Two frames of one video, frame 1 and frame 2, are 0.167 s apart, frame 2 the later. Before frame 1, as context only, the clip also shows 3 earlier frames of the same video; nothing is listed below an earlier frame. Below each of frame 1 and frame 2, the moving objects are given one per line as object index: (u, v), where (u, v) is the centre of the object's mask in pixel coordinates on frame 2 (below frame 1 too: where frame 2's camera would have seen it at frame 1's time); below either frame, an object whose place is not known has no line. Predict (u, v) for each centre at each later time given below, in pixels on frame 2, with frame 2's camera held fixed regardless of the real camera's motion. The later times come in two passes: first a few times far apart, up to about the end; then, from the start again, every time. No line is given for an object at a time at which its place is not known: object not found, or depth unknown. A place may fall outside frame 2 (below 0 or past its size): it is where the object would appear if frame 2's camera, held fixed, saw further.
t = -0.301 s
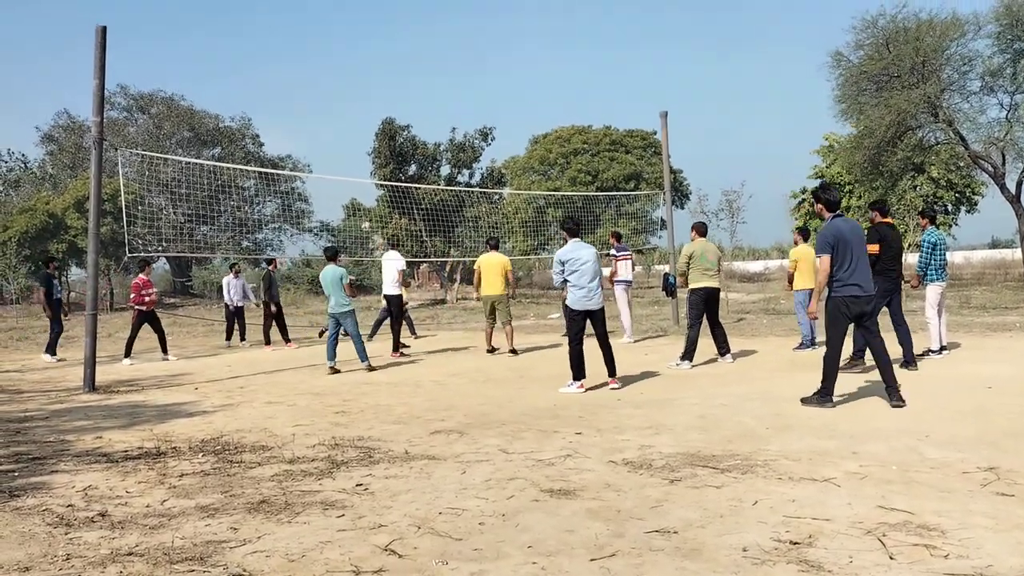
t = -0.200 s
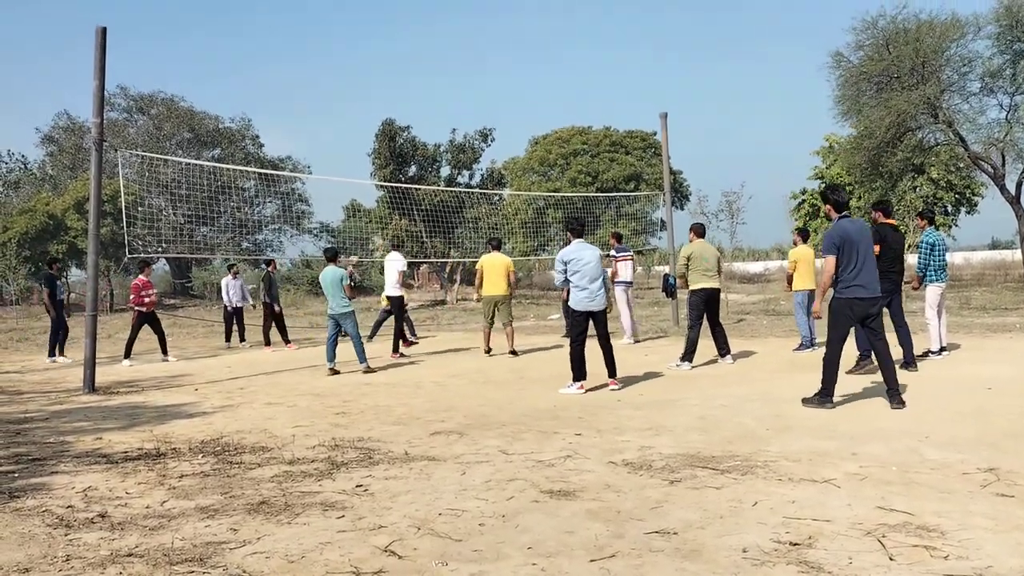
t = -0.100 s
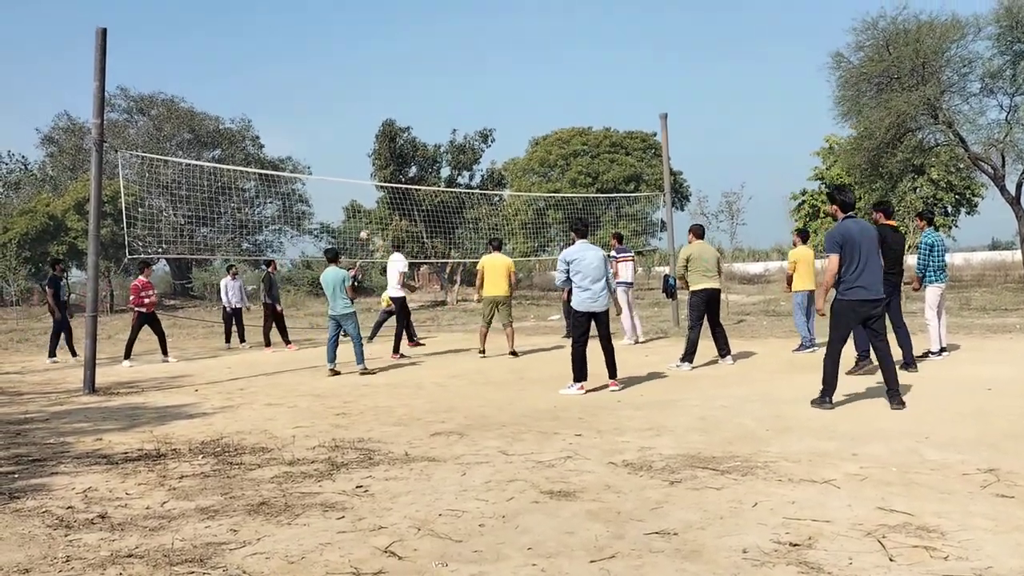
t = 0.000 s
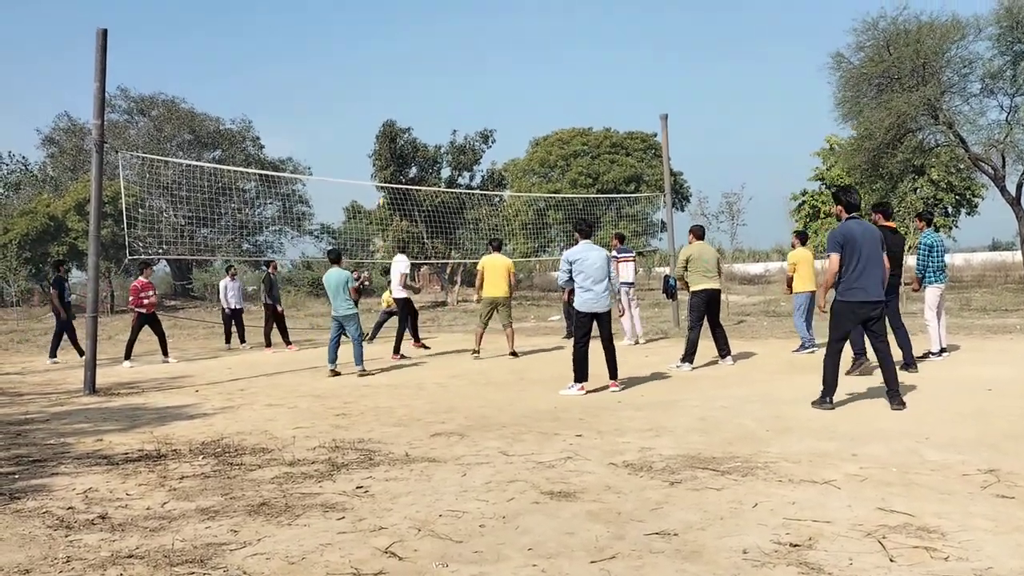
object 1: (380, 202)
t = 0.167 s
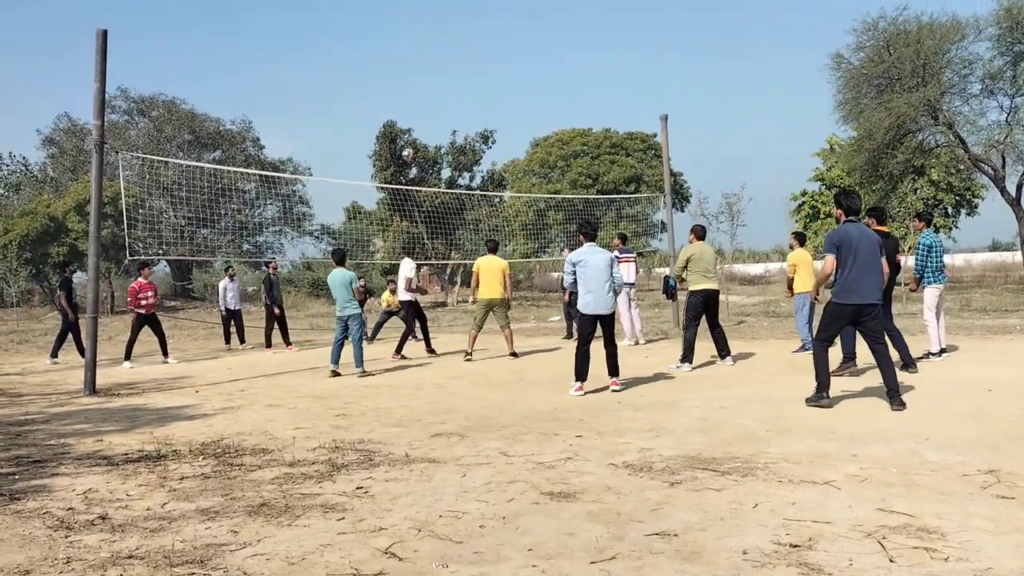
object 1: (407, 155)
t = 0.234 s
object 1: (421, 137)
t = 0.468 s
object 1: (468, 86)
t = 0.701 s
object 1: (531, 61)
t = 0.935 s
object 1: (621, 76)
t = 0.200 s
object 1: (414, 145)
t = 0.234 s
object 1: (421, 137)
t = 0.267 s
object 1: (426, 129)
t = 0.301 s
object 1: (432, 121)
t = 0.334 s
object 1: (439, 113)
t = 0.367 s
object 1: (445, 106)
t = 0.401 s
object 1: (453, 100)
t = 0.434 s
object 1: (460, 93)
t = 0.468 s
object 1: (468, 86)
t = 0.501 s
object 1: (476, 82)
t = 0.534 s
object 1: (485, 77)
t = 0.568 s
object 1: (493, 72)
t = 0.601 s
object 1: (502, 68)
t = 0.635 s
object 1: (511, 66)
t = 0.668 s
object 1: (521, 63)
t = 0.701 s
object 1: (531, 61)
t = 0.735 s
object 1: (543, 60)
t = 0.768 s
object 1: (554, 60)
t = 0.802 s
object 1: (566, 61)
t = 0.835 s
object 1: (578, 63)
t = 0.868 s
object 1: (592, 66)
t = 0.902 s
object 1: (606, 71)
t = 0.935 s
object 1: (621, 76)
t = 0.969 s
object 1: (637, 83)
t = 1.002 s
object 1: (653, 92)
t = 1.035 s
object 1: (671, 103)
